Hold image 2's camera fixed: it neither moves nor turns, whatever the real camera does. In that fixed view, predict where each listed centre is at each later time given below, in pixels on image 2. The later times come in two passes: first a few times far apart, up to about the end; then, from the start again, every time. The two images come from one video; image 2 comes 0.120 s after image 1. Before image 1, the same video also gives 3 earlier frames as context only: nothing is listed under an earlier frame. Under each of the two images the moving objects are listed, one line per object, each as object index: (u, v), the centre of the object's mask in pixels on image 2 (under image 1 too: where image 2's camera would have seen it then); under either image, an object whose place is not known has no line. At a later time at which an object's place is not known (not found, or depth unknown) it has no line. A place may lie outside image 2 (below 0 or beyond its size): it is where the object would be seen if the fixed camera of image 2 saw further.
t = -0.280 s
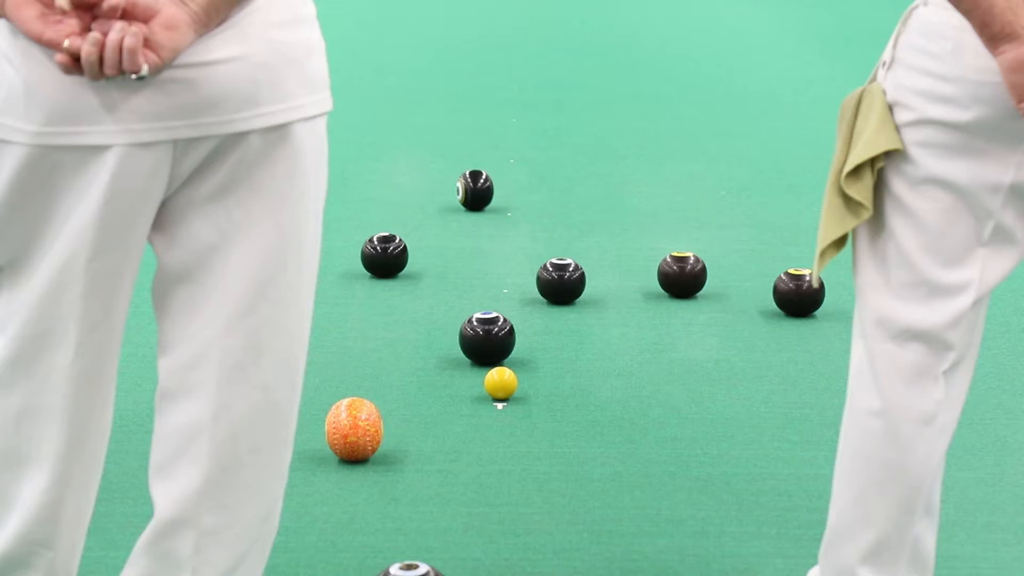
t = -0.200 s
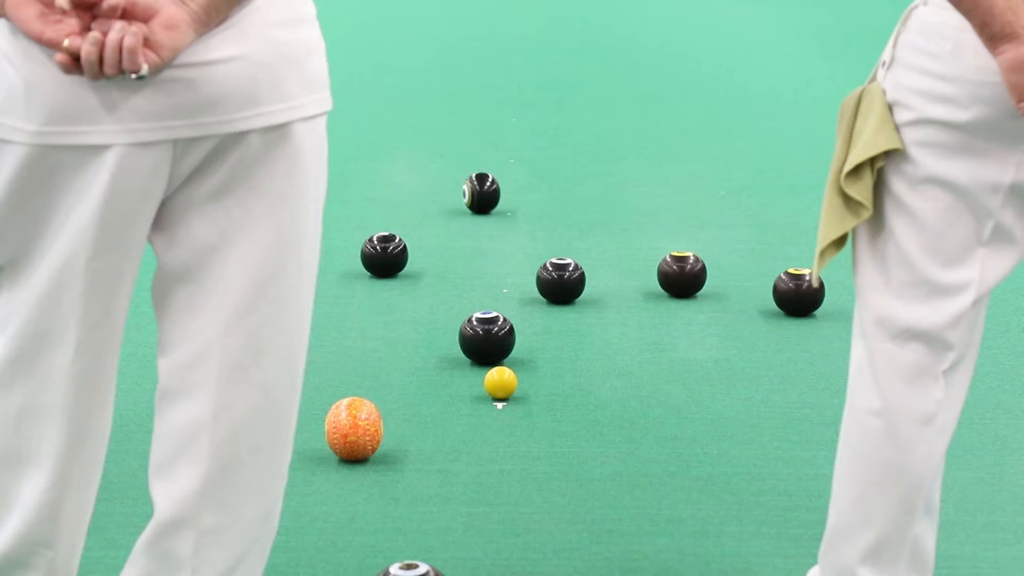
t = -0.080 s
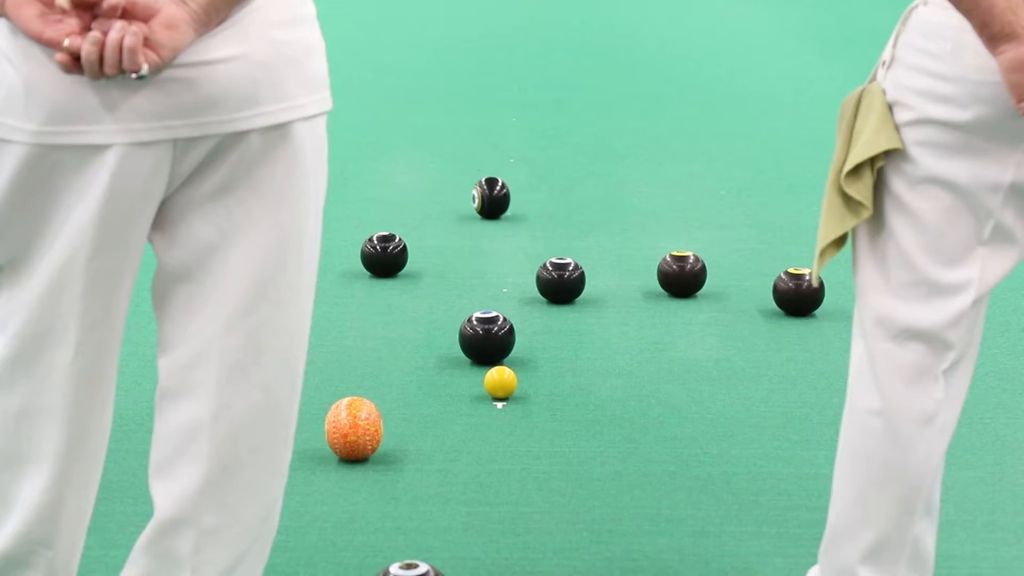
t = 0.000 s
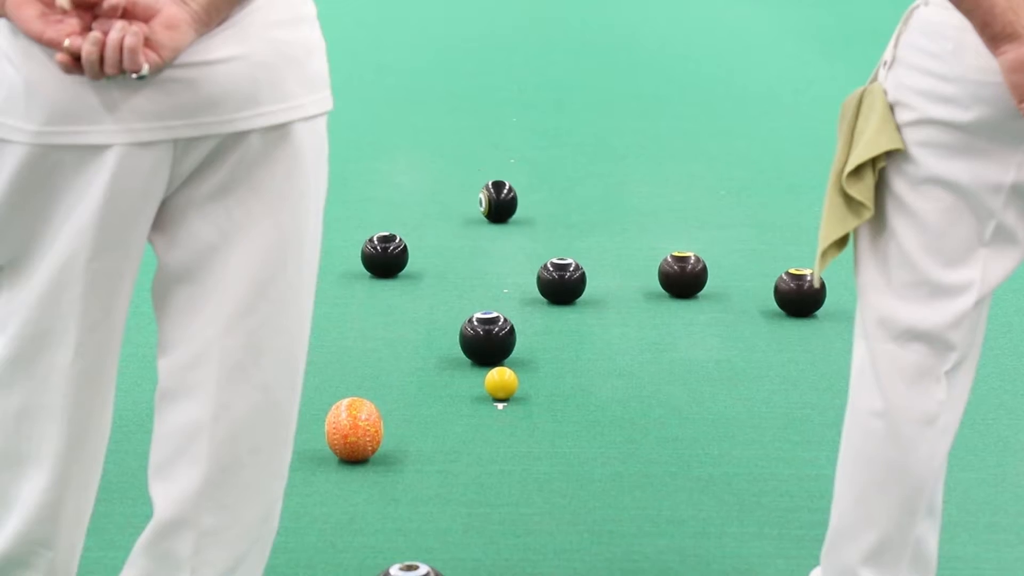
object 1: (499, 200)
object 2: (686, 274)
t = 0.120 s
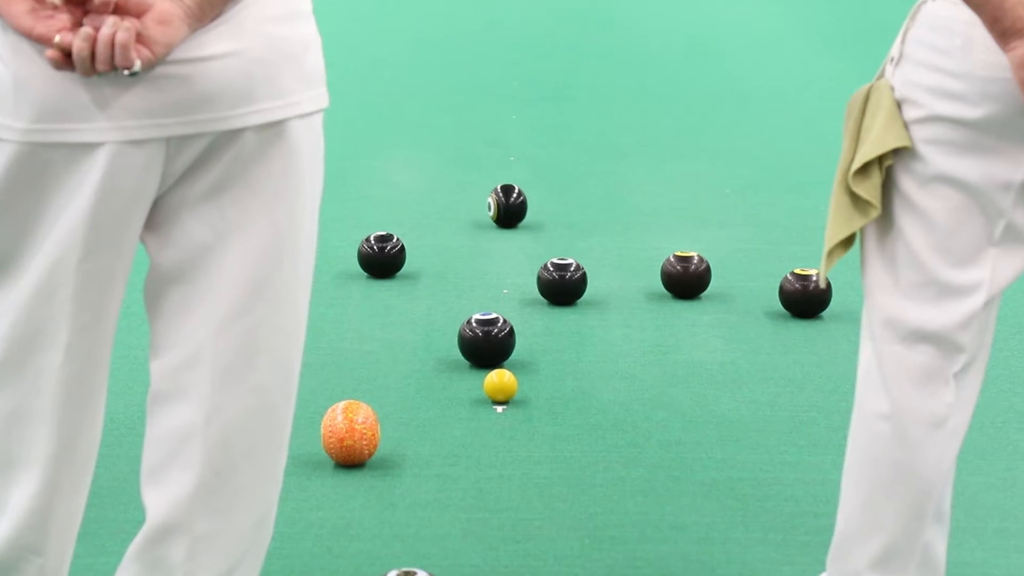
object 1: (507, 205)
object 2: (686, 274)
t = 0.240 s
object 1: (516, 208)
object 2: (686, 273)
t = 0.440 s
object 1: (533, 218)
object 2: (689, 275)
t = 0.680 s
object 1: (550, 227)
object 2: (688, 276)
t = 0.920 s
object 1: (571, 235)
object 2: (690, 275)
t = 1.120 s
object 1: (590, 243)
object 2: (692, 276)
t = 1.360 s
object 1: (611, 254)
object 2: (692, 278)
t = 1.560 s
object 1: (629, 261)
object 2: (692, 278)
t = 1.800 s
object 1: (645, 268)
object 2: (695, 278)
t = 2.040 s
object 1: (647, 269)
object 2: (702, 277)
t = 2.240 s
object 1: (646, 270)
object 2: (700, 277)
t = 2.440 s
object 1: (641, 270)
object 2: (695, 276)
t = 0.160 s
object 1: (510, 207)
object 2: (686, 275)
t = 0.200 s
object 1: (513, 209)
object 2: (686, 275)
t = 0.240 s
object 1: (516, 208)
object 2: (686, 273)
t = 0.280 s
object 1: (520, 211)
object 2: (687, 274)
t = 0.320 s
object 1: (523, 213)
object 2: (687, 275)
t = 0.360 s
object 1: (526, 215)
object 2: (688, 275)
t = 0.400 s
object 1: (530, 216)
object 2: (688, 275)
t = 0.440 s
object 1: (533, 218)
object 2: (689, 275)
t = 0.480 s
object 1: (536, 219)
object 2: (689, 275)
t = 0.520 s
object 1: (539, 220)
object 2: (689, 275)
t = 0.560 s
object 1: (542, 222)
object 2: (689, 275)
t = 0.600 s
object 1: (544, 223)
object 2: (688, 275)
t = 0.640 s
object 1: (547, 225)
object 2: (688, 275)
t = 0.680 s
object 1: (550, 227)
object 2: (688, 276)
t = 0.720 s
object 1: (552, 229)
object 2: (687, 276)
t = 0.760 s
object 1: (556, 230)
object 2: (687, 276)
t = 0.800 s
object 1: (559, 230)
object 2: (688, 275)
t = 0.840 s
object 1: (563, 232)
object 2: (688, 275)
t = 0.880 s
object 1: (567, 234)
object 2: (689, 275)
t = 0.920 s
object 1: (571, 235)
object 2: (690, 275)
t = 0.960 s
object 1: (575, 237)
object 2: (690, 275)
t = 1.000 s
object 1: (578, 238)
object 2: (690, 275)
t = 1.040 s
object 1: (582, 240)
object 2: (691, 275)
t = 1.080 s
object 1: (586, 241)
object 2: (691, 275)
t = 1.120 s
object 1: (590, 243)
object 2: (692, 276)
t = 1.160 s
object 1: (594, 245)
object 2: (692, 276)
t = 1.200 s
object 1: (598, 247)
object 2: (693, 276)
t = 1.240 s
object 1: (600, 249)
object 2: (692, 277)
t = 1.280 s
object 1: (603, 250)
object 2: (691, 277)
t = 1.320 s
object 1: (607, 253)
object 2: (692, 278)
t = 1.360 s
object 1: (611, 254)
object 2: (692, 278)
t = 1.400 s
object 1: (615, 256)
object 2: (692, 278)
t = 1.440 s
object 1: (619, 258)
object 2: (692, 278)
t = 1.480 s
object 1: (622, 258)
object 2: (692, 277)
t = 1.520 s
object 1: (626, 259)
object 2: (692, 277)
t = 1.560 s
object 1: (629, 261)
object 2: (692, 278)
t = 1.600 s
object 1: (633, 262)
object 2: (692, 278)
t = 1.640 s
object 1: (636, 264)
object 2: (692, 278)
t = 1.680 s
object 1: (640, 265)
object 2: (691, 278)
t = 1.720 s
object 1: (643, 266)
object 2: (692, 278)
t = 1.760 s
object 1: (645, 267)
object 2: (692, 278)
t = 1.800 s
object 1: (645, 268)
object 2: (695, 278)
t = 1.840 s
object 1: (645, 267)
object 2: (697, 277)
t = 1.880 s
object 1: (646, 268)
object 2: (699, 277)
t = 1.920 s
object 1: (646, 268)
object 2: (701, 278)
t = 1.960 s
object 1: (646, 267)
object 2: (701, 277)
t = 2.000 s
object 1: (646, 268)
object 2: (702, 277)
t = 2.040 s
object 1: (647, 269)
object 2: (702, 277)
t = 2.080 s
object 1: (647, 269)
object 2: (701, 278)
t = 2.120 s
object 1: (647, 270)
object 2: (701, 278)
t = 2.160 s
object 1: (648, 270)
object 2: (700, 278)
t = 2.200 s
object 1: (647, 270)
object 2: (700, 277)
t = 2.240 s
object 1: (646, 270)
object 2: (700, 277)
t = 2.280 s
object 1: (645, 270)
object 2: (699, 277)
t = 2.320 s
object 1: (645, 270)
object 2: (698, 277)
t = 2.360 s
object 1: (644, 269)
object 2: (697, 276)
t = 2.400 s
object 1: (642, 270)
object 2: (696, 277)
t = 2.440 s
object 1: (641, 270)
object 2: (695, 276)
